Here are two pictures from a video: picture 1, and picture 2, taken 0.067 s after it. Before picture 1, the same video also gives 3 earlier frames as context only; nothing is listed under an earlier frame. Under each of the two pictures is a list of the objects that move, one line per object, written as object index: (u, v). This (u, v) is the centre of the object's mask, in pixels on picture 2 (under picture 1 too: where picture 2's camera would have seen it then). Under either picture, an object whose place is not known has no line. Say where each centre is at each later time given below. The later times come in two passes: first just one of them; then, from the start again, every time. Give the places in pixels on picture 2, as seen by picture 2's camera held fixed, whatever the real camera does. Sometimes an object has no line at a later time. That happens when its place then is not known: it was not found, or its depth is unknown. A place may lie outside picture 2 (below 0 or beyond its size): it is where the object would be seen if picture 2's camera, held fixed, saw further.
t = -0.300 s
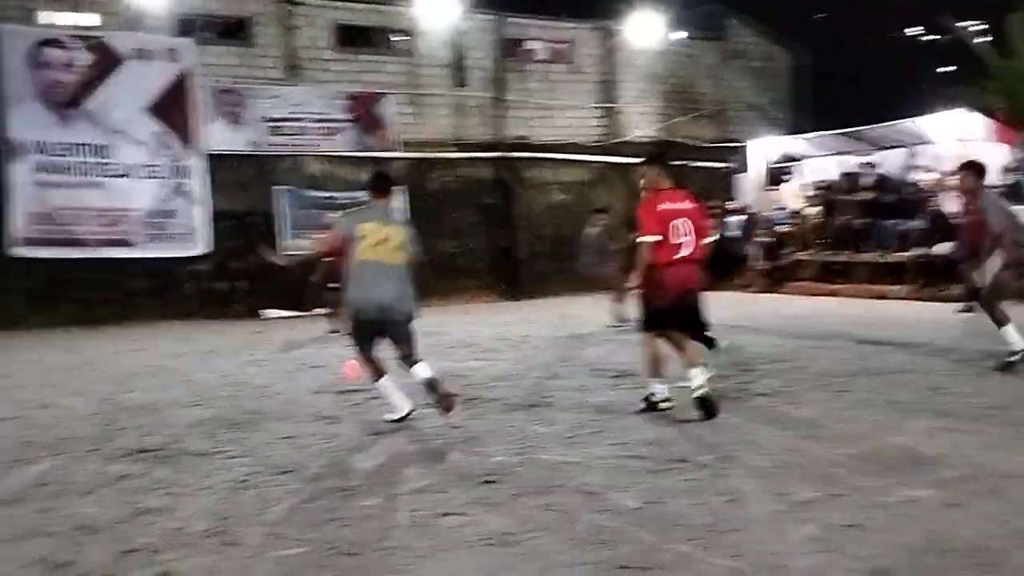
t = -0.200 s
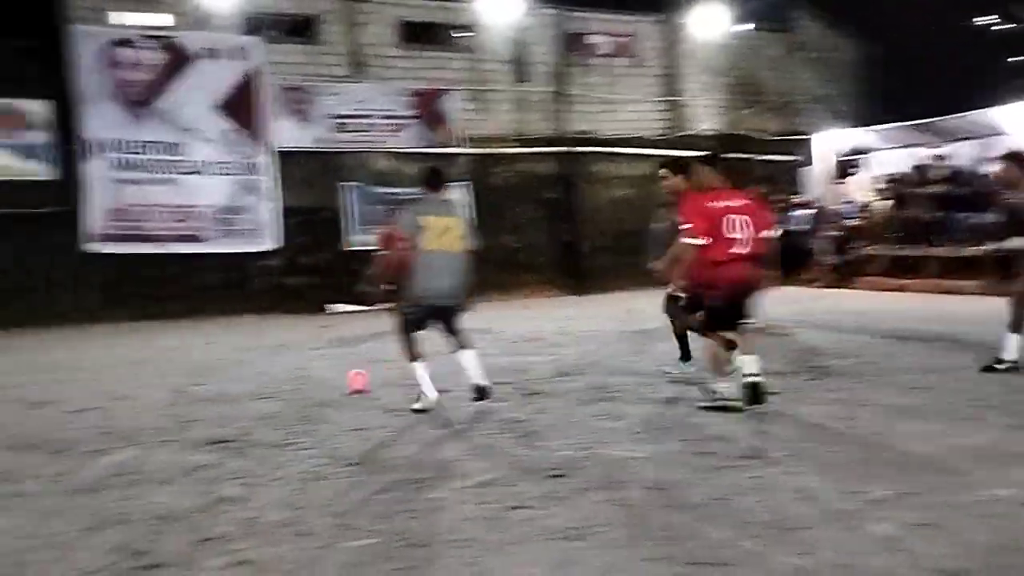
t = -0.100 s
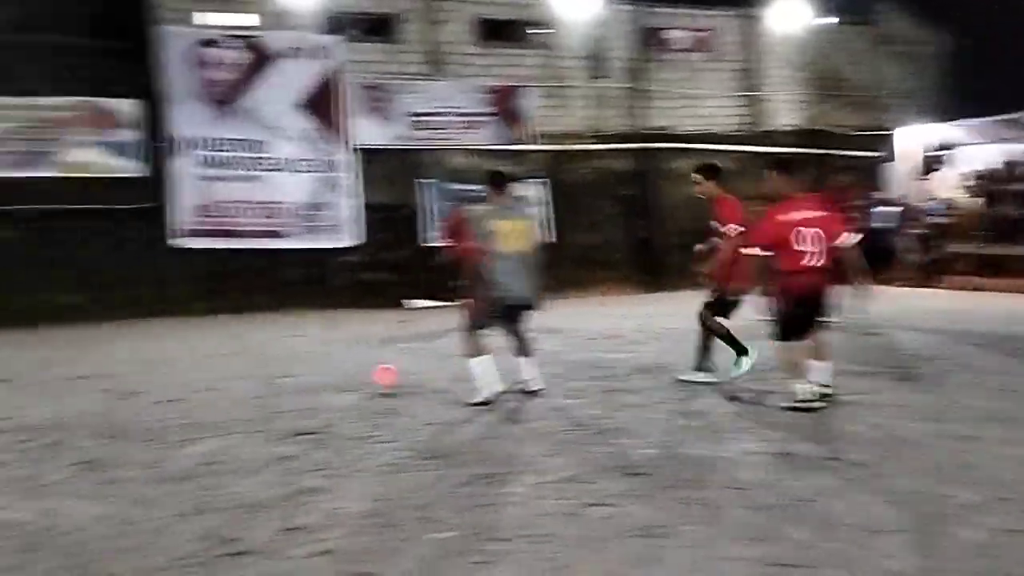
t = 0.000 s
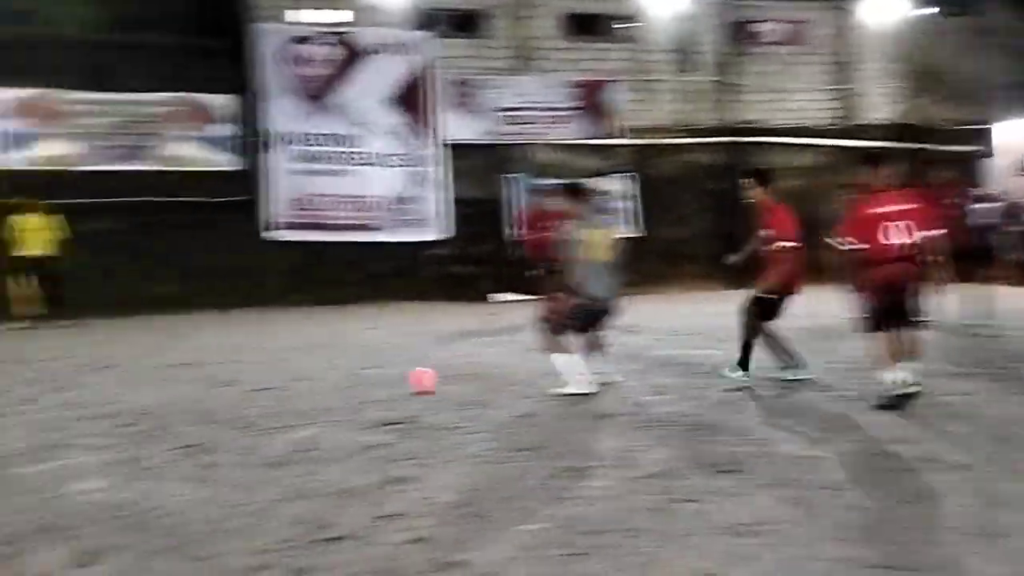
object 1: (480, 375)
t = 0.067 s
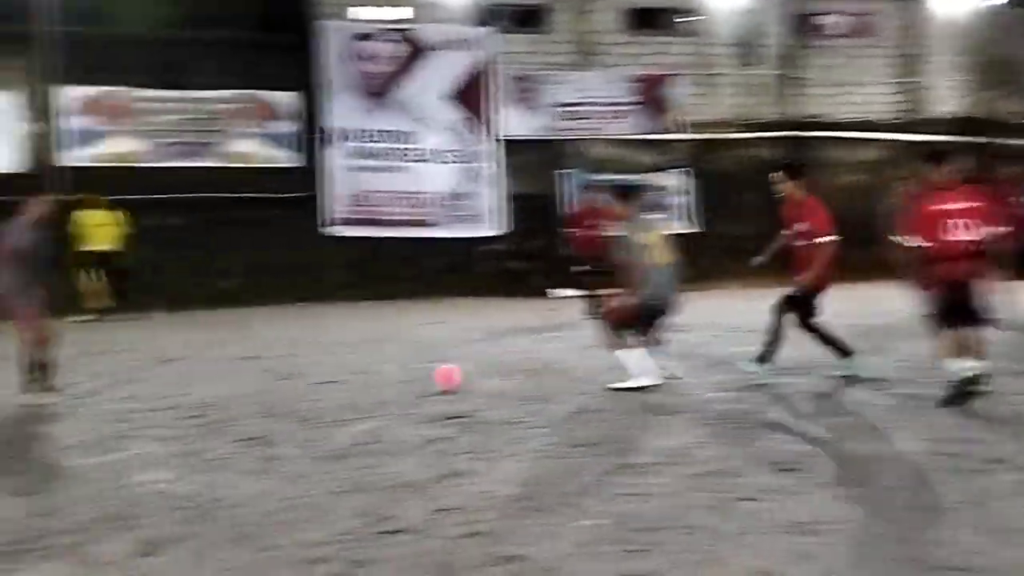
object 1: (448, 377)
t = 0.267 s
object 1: (336, 390)
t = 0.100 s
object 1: (427, 380)
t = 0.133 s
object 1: (409, 382)
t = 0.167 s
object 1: (393, 384)
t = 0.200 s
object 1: (372, 385)
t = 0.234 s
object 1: (354, 388)
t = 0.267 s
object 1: (336, 390)
